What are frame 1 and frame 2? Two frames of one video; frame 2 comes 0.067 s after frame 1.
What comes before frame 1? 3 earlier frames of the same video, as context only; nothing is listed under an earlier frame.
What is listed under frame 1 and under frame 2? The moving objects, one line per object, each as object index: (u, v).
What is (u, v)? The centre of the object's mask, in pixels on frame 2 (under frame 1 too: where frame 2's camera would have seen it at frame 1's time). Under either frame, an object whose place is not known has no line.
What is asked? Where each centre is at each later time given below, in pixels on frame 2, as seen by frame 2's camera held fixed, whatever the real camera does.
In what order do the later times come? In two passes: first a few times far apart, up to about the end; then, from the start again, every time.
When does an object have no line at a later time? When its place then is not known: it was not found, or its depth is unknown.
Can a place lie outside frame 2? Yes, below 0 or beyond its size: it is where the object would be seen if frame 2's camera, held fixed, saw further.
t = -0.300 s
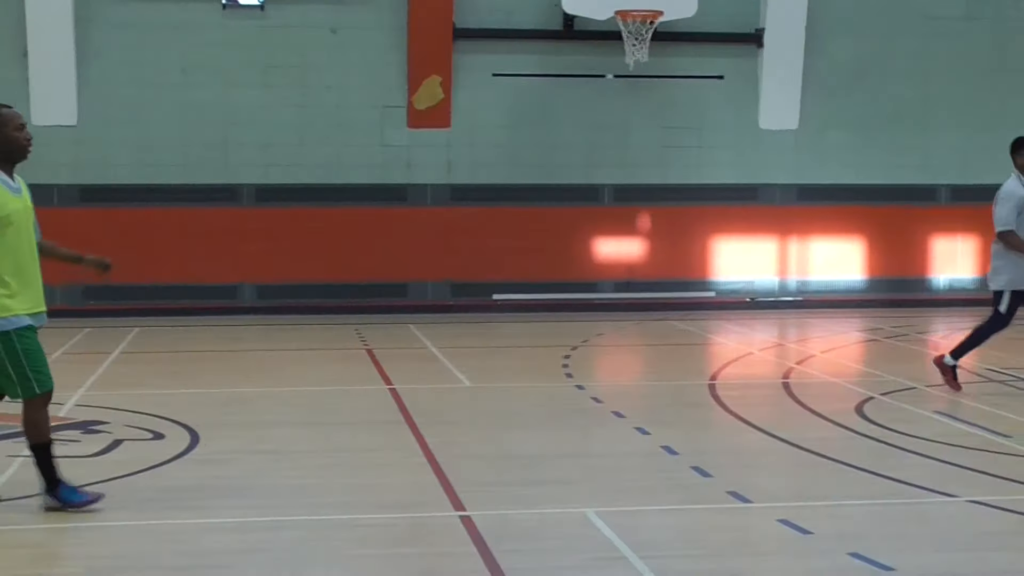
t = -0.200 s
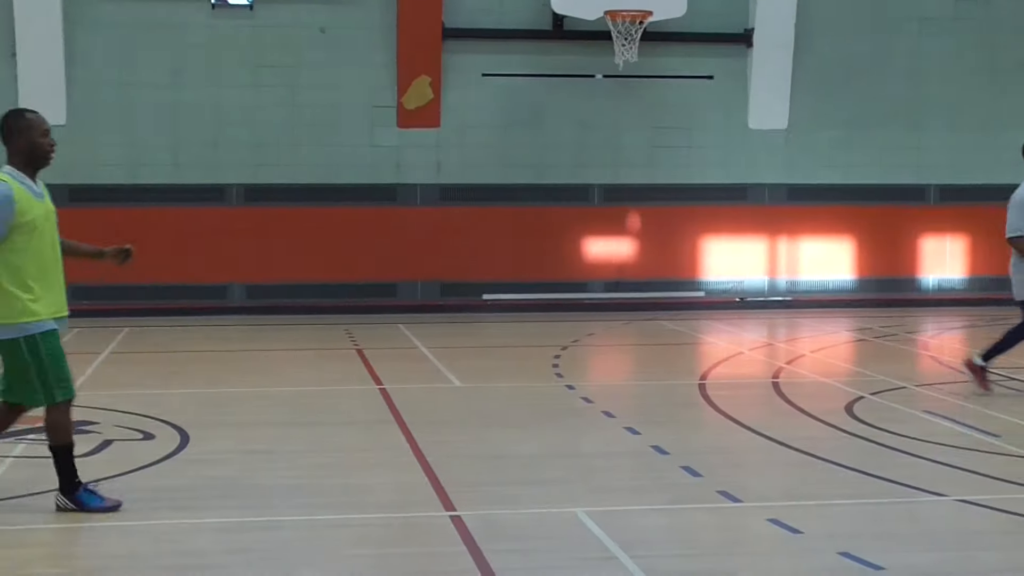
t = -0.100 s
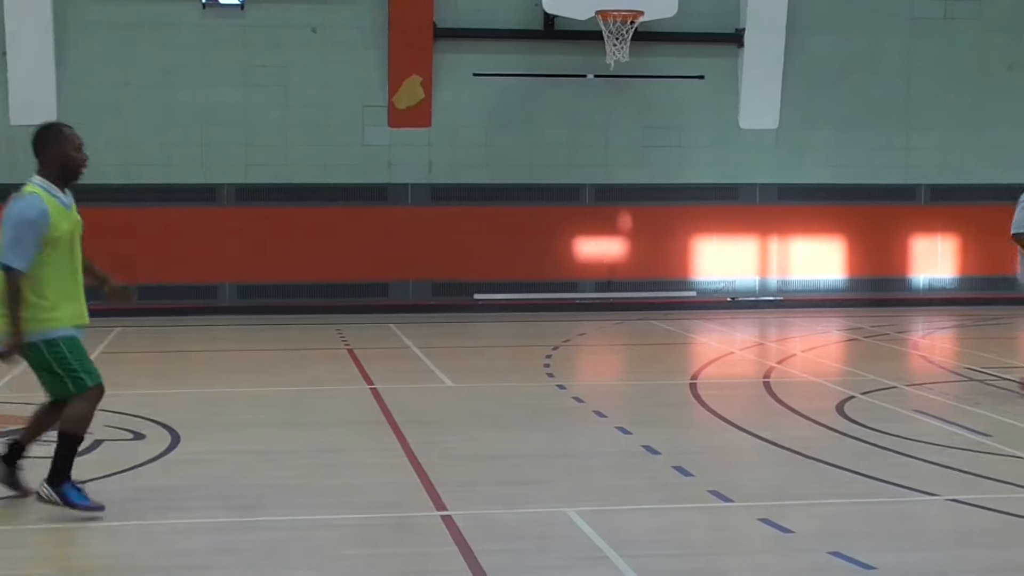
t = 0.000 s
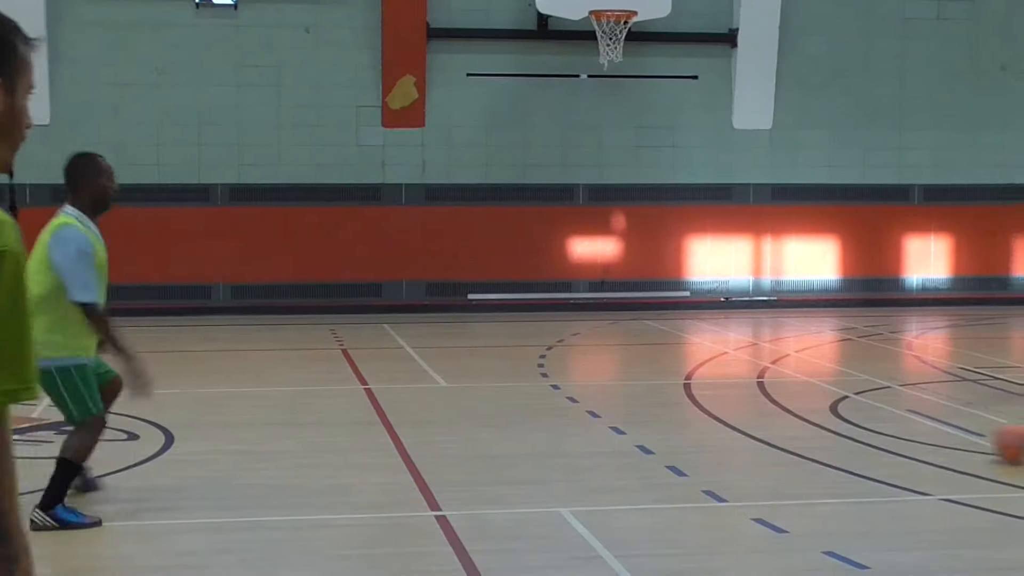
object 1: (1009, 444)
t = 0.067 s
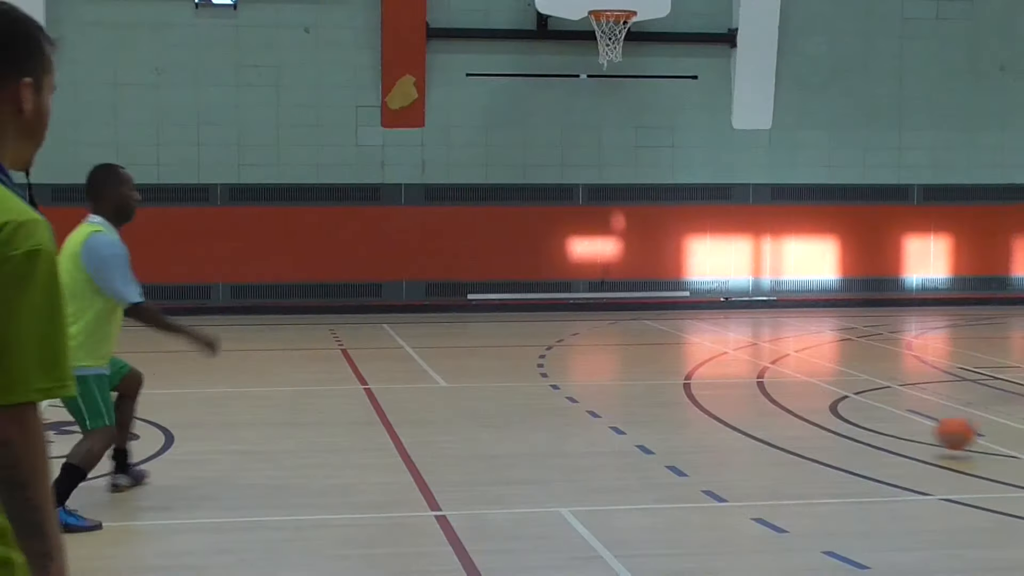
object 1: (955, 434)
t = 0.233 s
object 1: (821, 422)
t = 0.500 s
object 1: (642, 413)
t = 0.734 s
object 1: (511, 399)
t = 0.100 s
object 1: (925, 431)
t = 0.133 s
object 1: (900, 430)
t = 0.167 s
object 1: (870, 433)
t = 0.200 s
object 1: (845, 429)
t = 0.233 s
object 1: (821, 422)
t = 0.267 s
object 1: (796, 419)
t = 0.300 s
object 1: (773, 418)
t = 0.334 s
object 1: (750, 417)
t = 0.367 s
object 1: (728, 420)
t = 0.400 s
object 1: (705, 420)
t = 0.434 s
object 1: (683, 415)
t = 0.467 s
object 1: (663, 414)
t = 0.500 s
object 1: (642, 413)
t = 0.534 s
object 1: (622, 412)
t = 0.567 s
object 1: (603, 408)
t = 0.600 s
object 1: (584, 403)
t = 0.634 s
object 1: (565, 401)
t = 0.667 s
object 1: (547, 403)
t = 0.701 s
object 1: (528, 404)
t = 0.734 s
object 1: (511, 399)
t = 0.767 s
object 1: (494, 394)
